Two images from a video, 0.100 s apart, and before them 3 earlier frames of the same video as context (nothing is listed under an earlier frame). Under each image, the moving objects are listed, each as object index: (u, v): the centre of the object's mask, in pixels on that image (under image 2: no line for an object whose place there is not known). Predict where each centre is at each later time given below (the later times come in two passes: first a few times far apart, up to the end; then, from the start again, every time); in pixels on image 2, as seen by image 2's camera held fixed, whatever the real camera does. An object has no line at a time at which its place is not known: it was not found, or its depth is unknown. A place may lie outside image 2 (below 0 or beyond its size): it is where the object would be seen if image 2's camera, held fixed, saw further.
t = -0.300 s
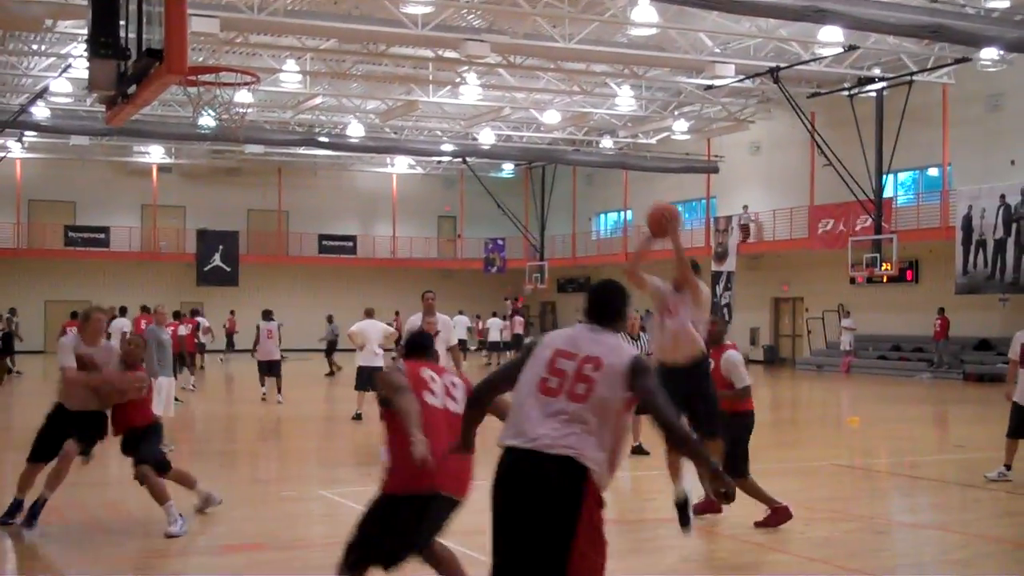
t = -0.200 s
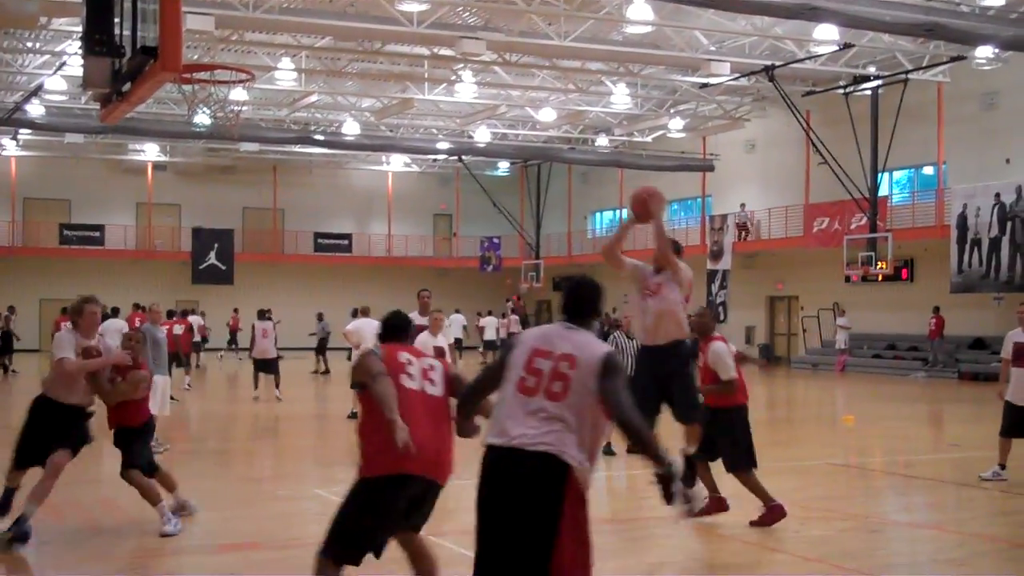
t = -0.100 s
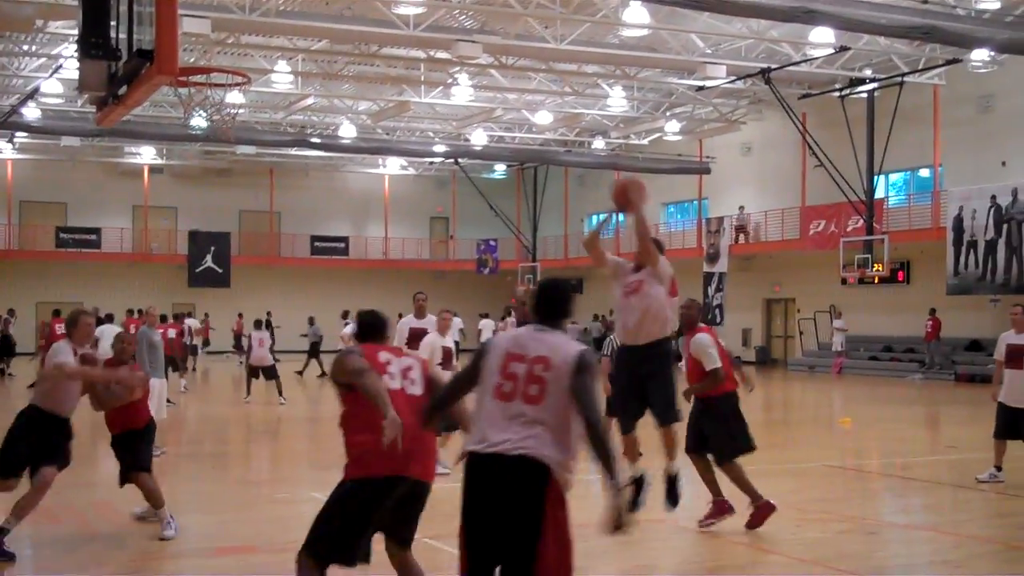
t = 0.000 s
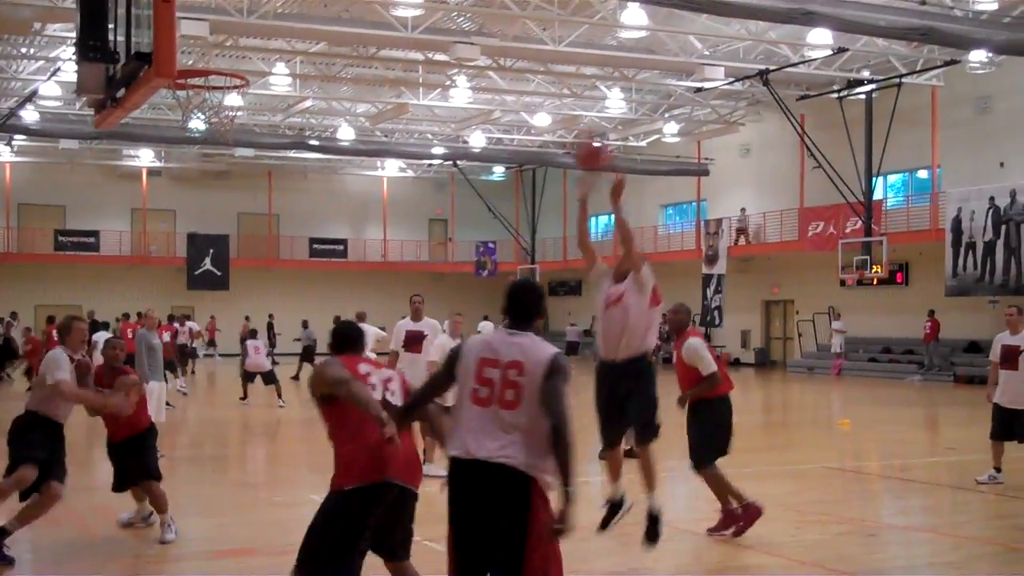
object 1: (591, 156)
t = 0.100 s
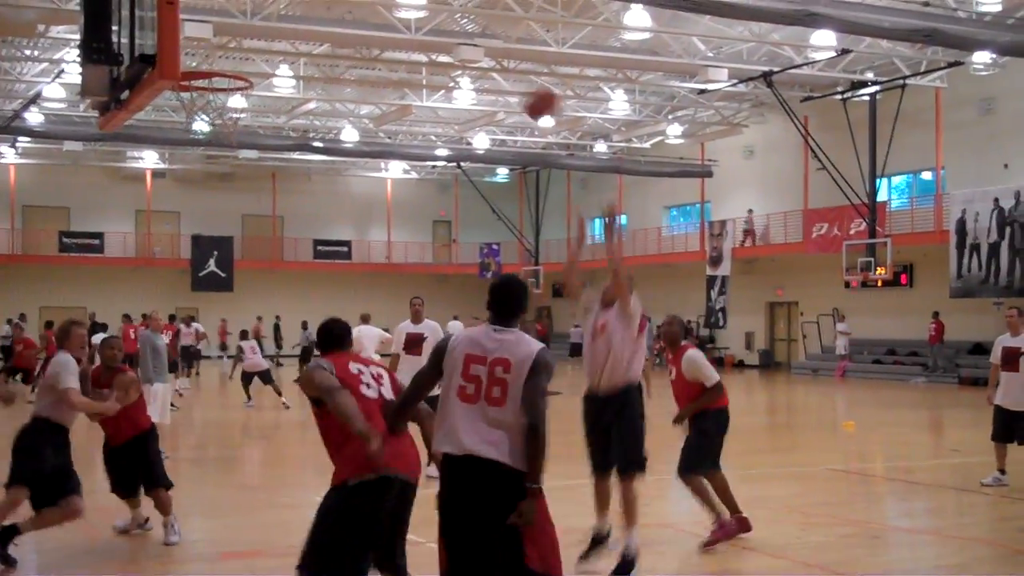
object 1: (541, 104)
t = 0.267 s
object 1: (446, 47)
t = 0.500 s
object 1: (300, 32)
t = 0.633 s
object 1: (206, 63)
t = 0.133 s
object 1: (523, 91)
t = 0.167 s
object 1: (505, 77)
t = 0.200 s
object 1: (486, 66)
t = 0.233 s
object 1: (466, 55)
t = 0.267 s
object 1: (446, 47)
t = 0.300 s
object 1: (426, 41)
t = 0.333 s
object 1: (408, 35)
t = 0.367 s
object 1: (385, 31)
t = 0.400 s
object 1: (365, 29)
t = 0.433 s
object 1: (343, 28)
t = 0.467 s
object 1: (321, 29)
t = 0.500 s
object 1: (300, 32)
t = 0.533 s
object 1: (276, 38)
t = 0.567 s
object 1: (254, 45)
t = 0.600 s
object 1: (229, 54)
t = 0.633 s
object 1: (206, 63)
